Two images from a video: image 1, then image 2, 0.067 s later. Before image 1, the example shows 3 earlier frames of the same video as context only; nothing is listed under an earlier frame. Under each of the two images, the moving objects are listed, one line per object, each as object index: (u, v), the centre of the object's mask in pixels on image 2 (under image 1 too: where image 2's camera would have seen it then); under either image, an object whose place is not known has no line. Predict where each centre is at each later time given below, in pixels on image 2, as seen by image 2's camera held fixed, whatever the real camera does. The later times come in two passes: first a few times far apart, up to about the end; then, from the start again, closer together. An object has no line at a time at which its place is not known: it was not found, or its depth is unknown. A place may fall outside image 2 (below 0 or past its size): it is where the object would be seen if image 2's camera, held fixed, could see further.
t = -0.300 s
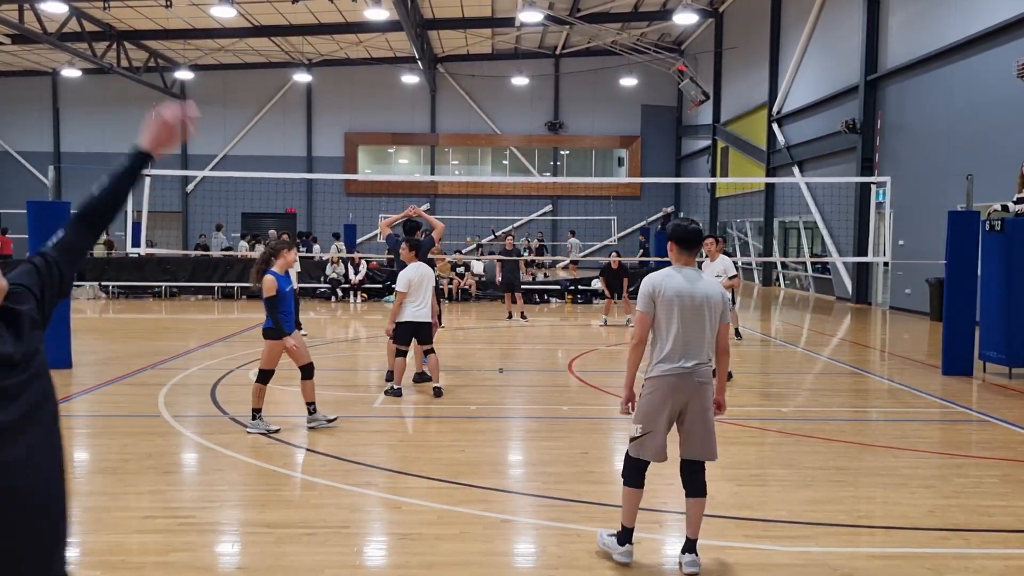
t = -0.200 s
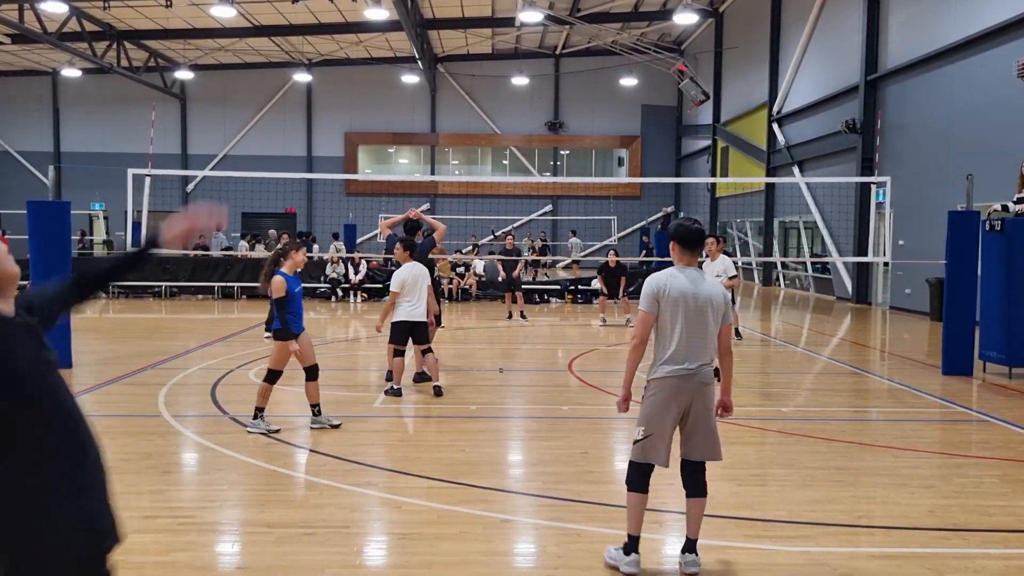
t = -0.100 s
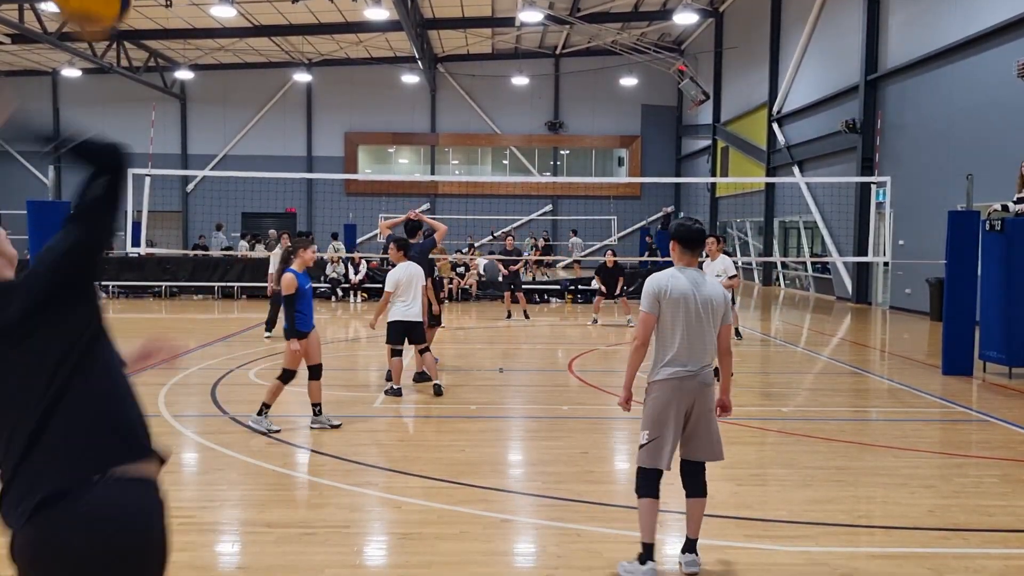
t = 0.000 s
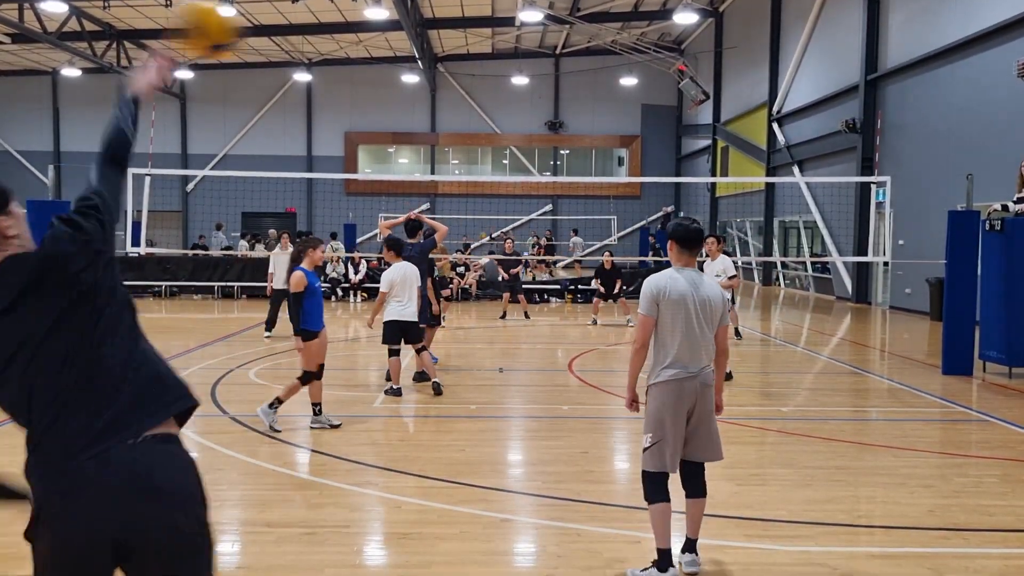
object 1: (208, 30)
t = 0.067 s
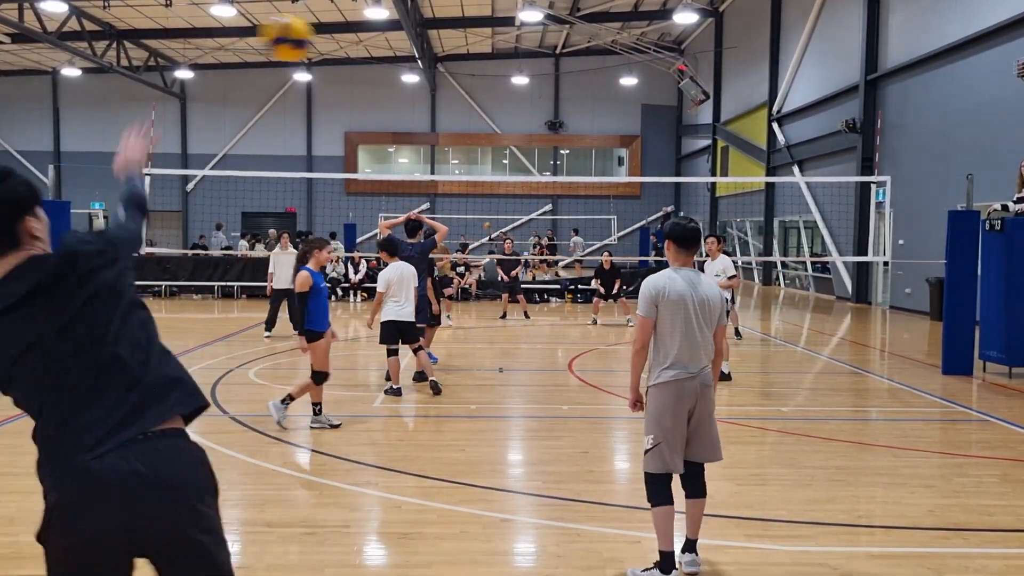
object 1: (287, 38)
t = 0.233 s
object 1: (383, 73)
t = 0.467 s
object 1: (436, 139)
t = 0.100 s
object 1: (313, 43)
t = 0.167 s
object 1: (356, 58)
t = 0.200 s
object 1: (370, 64)
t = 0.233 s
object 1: (383, 73)
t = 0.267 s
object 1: (395, 82)
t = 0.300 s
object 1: (404, 93)
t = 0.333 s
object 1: (412, 101)
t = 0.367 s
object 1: (419, 111)
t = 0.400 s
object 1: (426, 121)
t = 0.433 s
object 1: (431, 131)
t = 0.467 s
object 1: (436, 139)
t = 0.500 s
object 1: (440, 149)
